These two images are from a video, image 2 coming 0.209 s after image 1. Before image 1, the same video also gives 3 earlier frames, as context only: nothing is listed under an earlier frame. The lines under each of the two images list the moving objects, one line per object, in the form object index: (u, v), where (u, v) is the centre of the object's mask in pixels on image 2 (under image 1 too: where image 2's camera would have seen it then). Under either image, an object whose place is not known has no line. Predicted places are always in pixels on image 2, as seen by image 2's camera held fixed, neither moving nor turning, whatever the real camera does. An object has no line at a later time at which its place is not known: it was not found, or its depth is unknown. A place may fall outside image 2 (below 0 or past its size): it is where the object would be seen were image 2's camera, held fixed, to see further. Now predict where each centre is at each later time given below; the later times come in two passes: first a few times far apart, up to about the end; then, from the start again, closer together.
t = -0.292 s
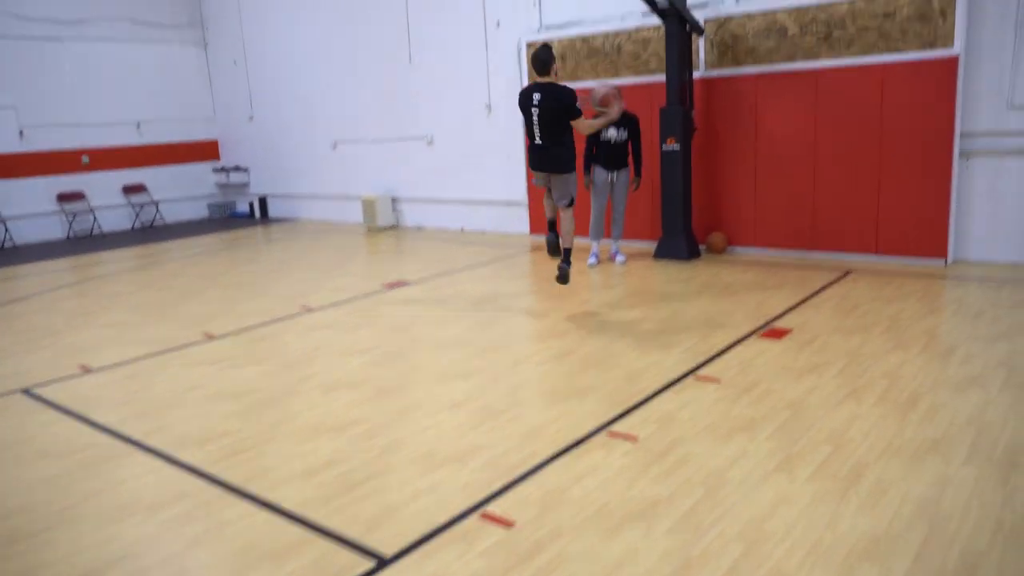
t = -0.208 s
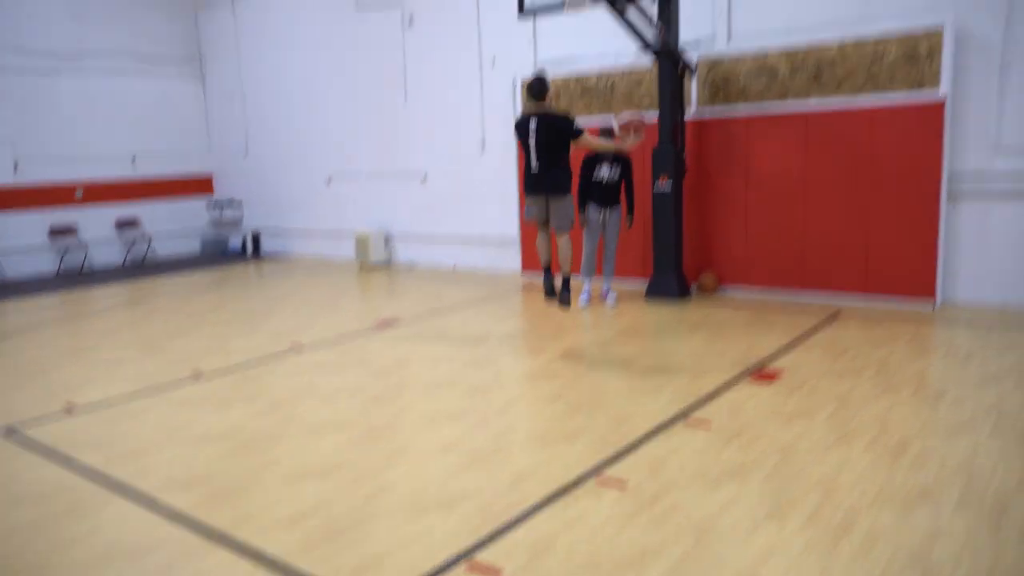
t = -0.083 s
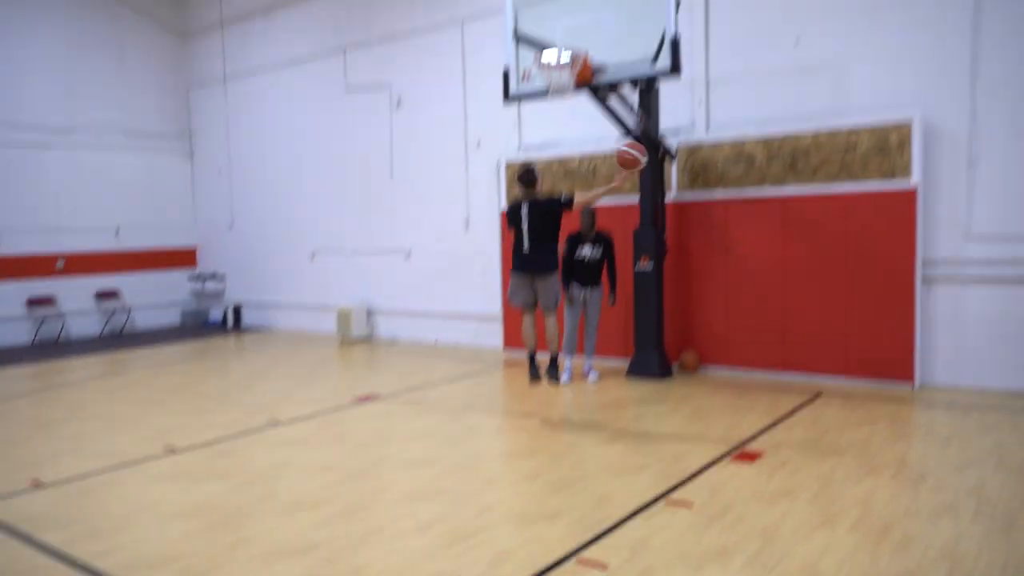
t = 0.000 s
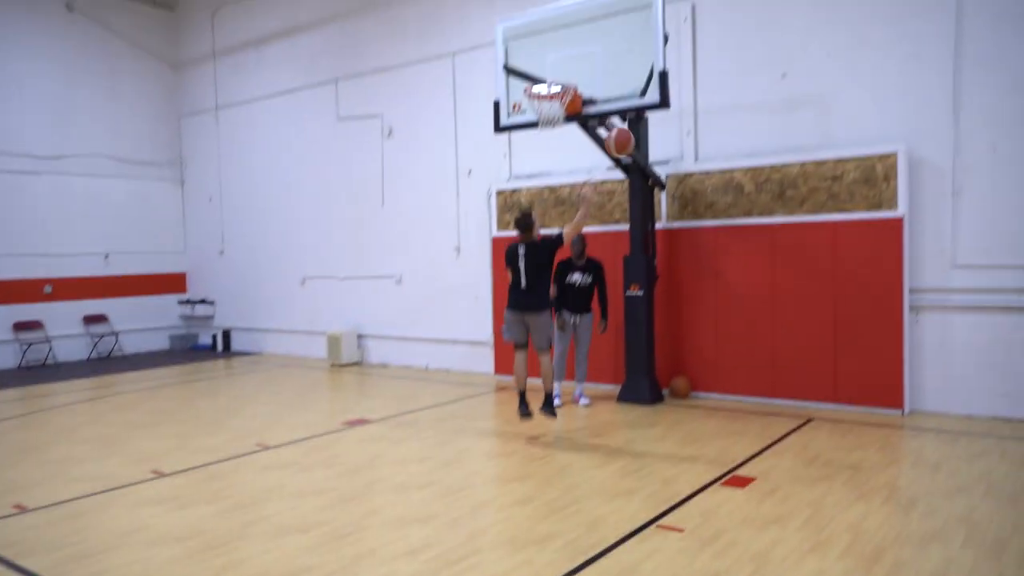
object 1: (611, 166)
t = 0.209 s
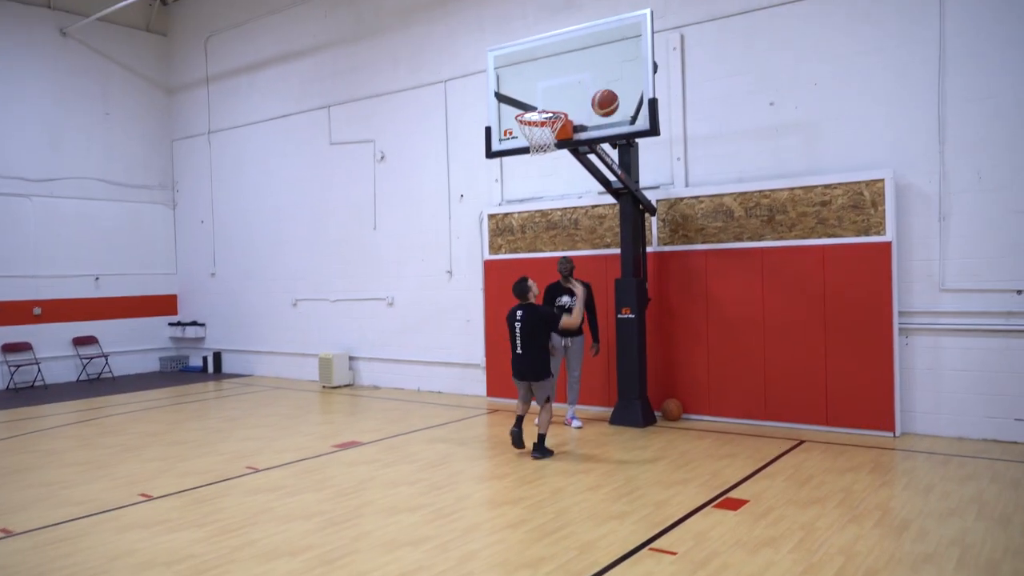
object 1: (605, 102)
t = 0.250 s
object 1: (604, 96)
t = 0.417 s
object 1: (595, 90)
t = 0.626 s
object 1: (576, 96)
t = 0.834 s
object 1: (593, 109)
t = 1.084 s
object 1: (621, 198)
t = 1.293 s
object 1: (644, 346)
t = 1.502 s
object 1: (671, 426)
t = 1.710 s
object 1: (690, 313)
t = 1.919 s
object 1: (712, 248)
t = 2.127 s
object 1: (739, 242)
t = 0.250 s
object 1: (604, 96)
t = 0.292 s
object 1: (603, 92)
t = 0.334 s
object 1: (603, 90)
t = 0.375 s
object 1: (602, 89)
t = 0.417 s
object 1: (595, 90)
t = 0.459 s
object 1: (588, 91)
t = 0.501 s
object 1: (580, 95)
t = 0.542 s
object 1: (573, 101)
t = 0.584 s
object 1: (573, 100)
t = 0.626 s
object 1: (576, 96)
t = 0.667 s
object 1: (579, 95)
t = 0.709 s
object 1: (583, 96)
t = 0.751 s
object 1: (585, 98)
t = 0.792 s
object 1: (589, 102)
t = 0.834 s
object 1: (593, 109)
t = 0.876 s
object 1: (598, 116)
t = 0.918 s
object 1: (602, 128)
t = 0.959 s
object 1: (607, 143)
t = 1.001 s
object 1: (611, 158)
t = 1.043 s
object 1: (616, 178)
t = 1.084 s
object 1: (621, 198)
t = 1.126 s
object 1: (625, 222)
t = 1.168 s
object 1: (630, 249)
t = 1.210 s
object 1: (634, 279)
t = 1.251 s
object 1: (638, 311)
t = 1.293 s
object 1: (644, 346)
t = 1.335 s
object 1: (650, 384)
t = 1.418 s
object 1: (663, 476)
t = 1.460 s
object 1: (667, 457)
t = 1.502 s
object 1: (671, 426)
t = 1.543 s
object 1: (675, 399)
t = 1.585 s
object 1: (678, 378)
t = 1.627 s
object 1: (681, 355)
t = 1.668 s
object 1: (685, 333)
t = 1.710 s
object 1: (690, 313)
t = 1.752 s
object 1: (693, 296)
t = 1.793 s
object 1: (698, 281)
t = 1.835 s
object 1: (702, 268)
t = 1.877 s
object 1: (707, 257)
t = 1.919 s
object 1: (712, 248)
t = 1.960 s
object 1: (717, 243)
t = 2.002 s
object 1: (722, 240)
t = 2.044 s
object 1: (728, 238)
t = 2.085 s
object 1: (734, 239)
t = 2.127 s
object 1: (739, 242)
